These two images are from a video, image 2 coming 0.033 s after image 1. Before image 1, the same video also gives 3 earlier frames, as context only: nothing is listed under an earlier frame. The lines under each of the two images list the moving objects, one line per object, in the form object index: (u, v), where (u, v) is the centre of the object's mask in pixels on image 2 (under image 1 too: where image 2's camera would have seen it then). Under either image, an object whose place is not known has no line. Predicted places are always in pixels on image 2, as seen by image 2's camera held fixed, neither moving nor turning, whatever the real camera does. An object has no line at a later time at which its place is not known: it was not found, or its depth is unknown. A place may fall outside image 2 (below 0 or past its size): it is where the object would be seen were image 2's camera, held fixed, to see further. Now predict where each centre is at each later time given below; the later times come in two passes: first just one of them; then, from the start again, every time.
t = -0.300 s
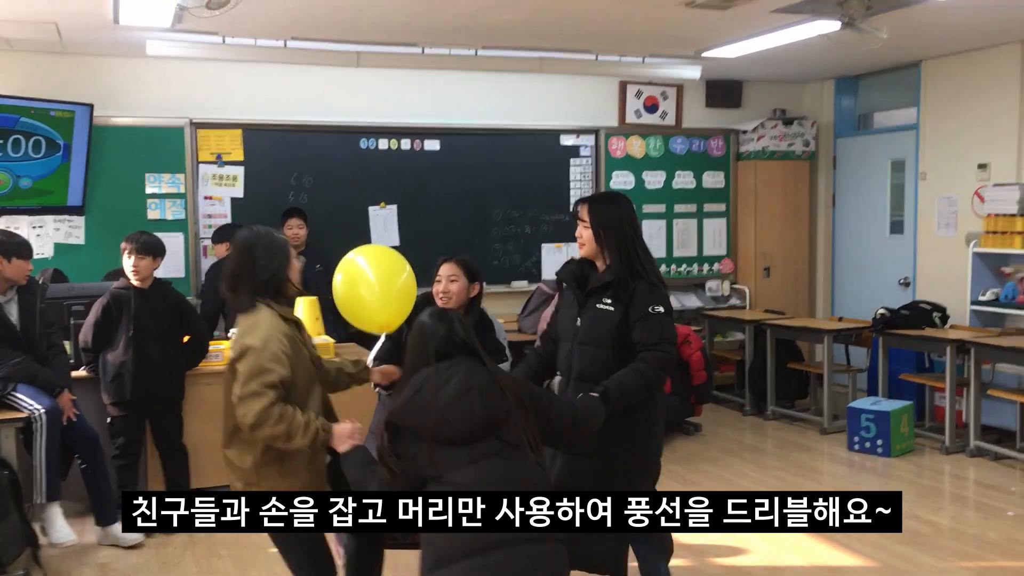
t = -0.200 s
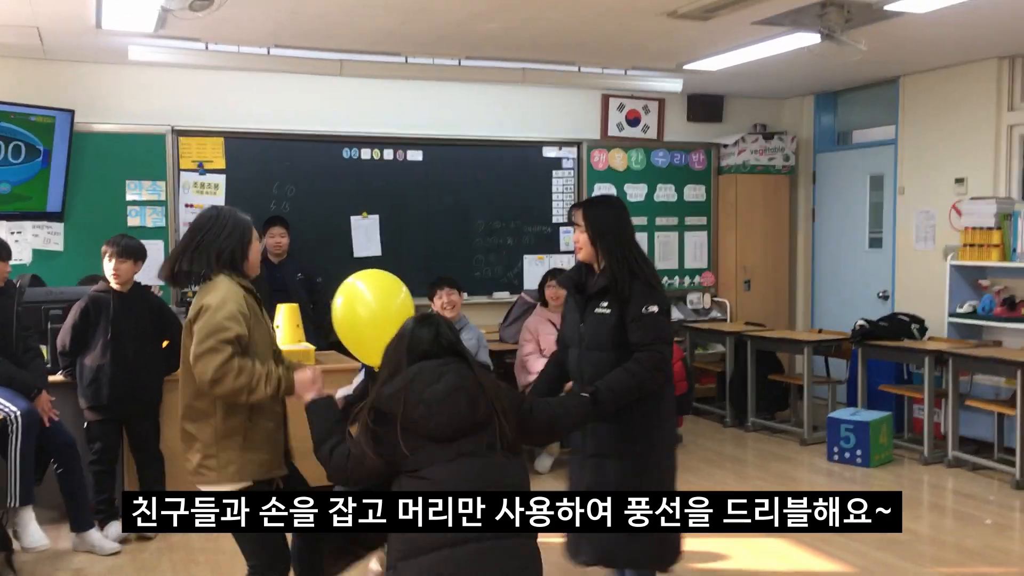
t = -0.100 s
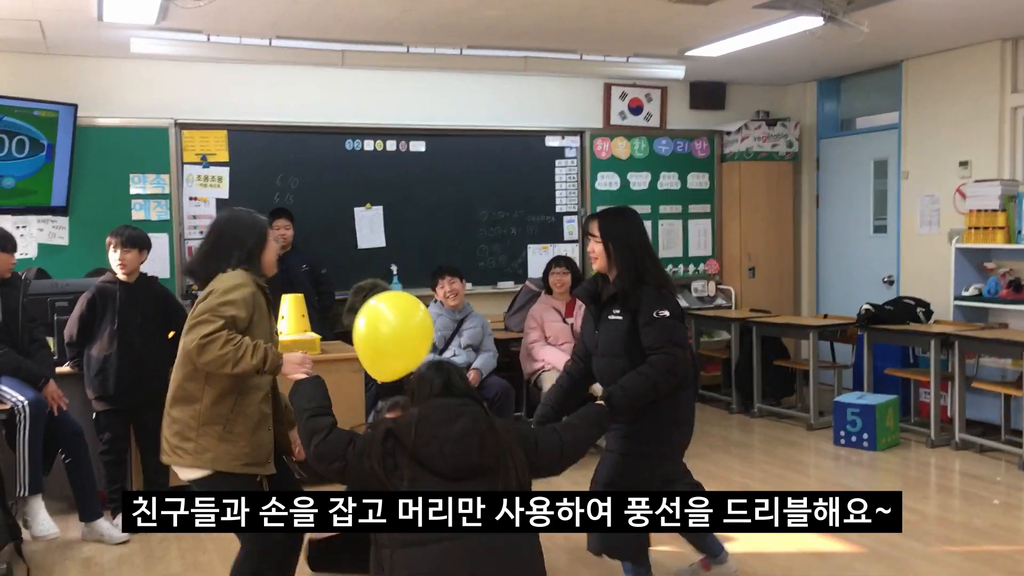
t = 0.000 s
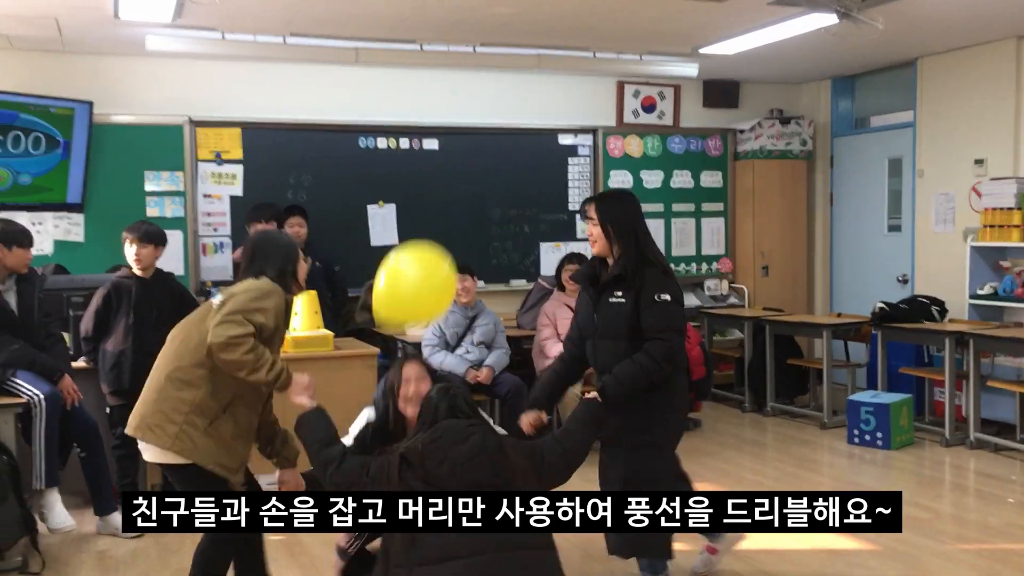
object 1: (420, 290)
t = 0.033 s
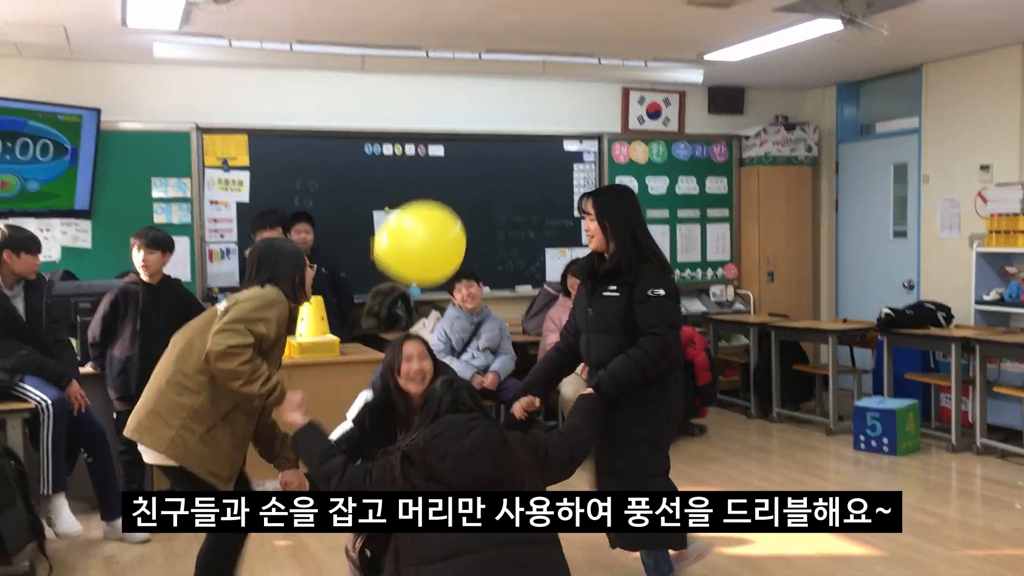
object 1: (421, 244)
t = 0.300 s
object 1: (418, 38)
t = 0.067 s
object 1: (421, 201)
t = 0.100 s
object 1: (418, 167)
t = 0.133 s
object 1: (417, 132)
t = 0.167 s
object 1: (415, 103)
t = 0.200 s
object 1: (415, 80)
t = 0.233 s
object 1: (415, 62)
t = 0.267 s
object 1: (417, 49)
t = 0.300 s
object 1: (418, 38)
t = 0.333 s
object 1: (418, 31)
